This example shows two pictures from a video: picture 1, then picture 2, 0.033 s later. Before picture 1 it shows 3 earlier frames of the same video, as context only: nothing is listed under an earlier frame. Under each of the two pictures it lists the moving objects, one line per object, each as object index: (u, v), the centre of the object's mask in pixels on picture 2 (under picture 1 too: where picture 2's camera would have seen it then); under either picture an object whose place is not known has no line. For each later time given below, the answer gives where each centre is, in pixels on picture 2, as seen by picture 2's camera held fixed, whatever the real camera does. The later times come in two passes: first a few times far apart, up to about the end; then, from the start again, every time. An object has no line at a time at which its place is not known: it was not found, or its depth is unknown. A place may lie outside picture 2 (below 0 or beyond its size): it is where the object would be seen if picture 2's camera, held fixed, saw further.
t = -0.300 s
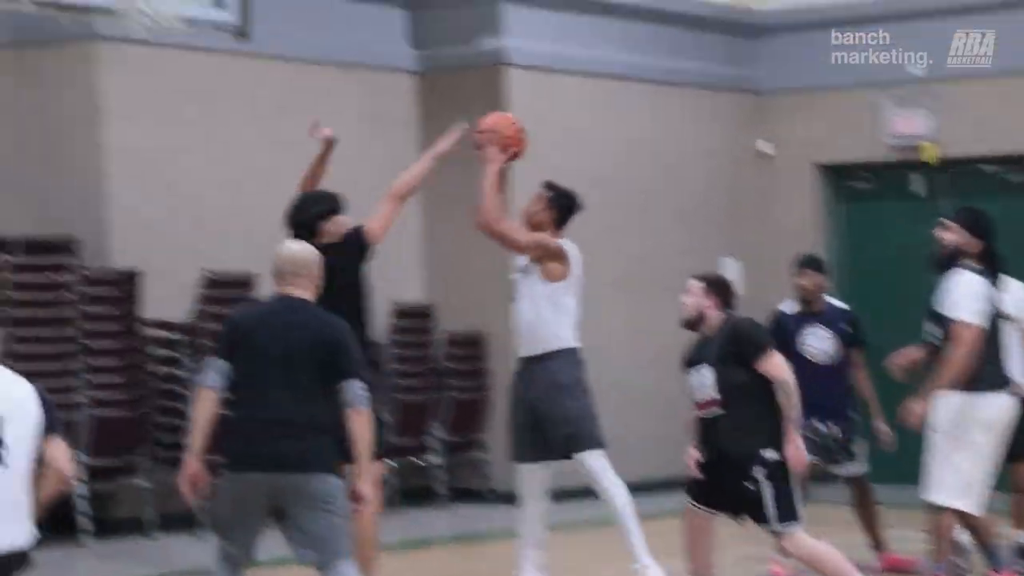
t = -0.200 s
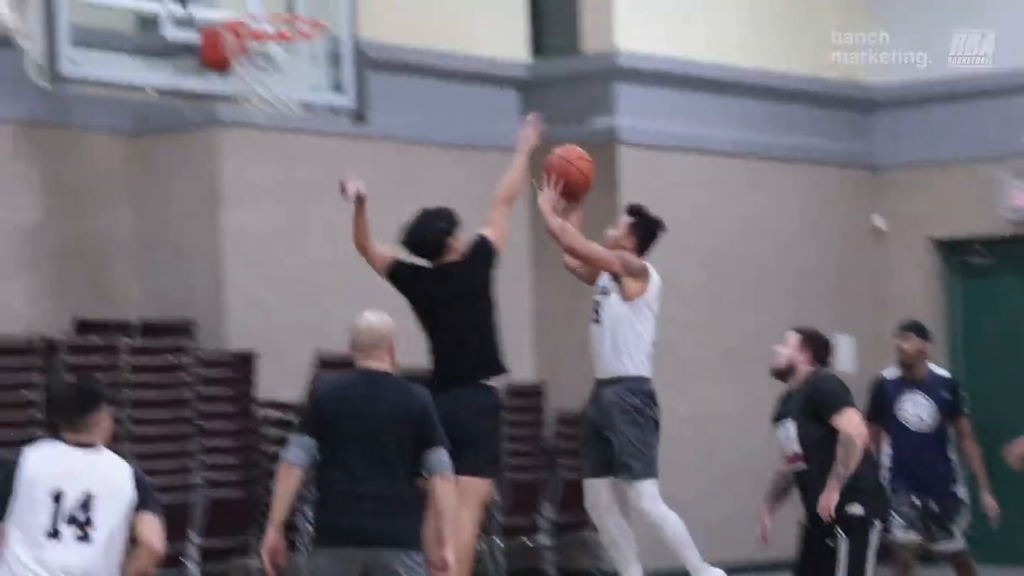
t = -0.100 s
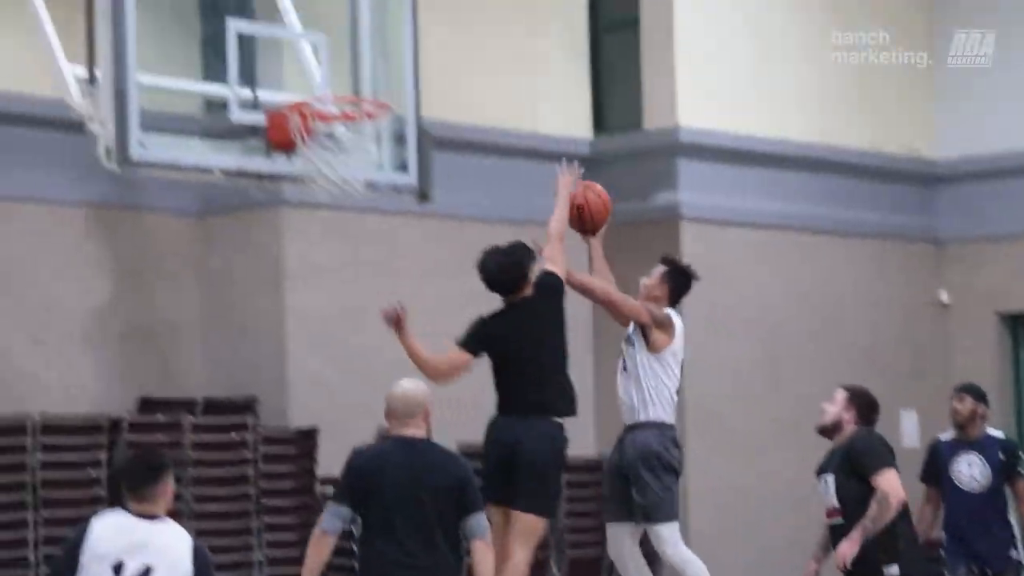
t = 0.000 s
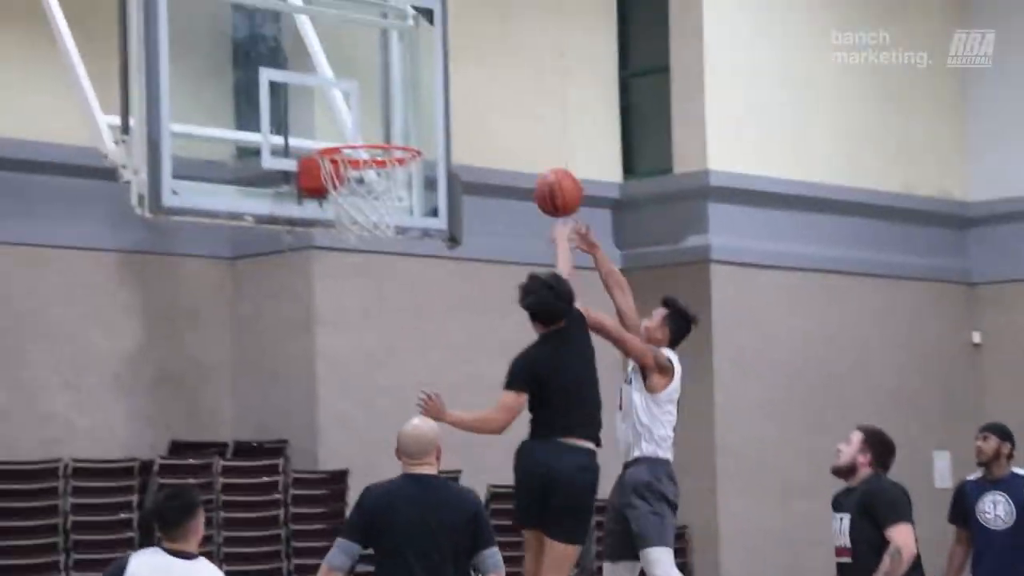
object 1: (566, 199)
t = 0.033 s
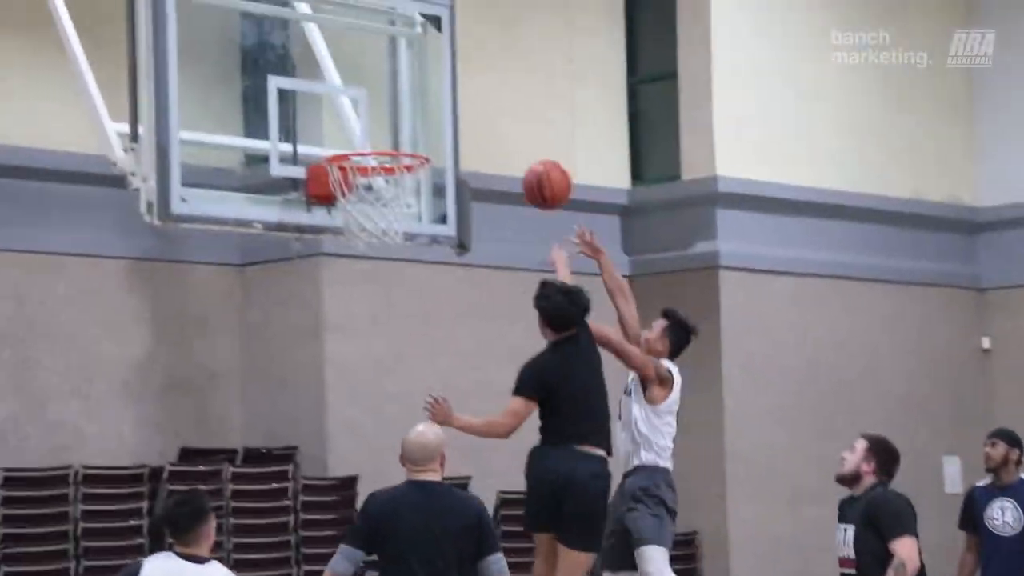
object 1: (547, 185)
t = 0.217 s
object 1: (437, 140)
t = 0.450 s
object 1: (369, 131)
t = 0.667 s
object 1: (397, 184)
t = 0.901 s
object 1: (389, 254)
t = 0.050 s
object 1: (537, 178)
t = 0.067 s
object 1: (527, 172)
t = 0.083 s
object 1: (517, 165)
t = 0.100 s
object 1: (507, 160)
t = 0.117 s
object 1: (497, 156)
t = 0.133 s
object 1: (487, 152)
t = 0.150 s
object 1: (477, 149)
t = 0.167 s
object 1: (467, 146)
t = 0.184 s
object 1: (457, 144)
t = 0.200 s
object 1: (446, 142)
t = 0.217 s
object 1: (437, 140)
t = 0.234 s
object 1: (426, 138)
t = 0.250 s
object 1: (415, 137)
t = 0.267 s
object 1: (405, 136)
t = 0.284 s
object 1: (395, 136)
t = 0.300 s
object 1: (384, 137)
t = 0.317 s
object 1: (377, 137)
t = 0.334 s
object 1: (370, 136)
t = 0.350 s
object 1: (364, 135)
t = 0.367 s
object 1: (360, 135)
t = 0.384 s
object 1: (361, 134)
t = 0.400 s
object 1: (363, 132)
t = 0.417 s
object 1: (365, 132)
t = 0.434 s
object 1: (367, 131)
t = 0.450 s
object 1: (369, 131)
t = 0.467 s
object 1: (371, 132)
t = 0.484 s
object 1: (373, 132)
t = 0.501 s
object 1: (375, 133)
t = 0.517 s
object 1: (377, 135)
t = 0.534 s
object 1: (379, 135)
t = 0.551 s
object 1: (381, 137)
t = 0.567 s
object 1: (384, 139)
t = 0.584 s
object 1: (386, 141)
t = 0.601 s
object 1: (389, 159)
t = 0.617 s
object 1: (391, 165)
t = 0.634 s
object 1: (394, 172)
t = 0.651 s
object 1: (395, 177)
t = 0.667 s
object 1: (397, 184)
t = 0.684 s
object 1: (399, 190)
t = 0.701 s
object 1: (401, 196)
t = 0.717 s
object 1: (401, 201)
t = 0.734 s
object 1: (401, 204)
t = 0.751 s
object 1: (401, 208)
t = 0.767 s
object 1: (400, 212)
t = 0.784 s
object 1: (399, 215)
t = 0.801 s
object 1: (397, 218)
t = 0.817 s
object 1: (396, 222)
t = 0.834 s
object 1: (394, 231)
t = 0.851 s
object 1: (393, 240)
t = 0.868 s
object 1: (392, 243)
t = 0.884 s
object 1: (390, 247)
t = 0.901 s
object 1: (389, 254)
